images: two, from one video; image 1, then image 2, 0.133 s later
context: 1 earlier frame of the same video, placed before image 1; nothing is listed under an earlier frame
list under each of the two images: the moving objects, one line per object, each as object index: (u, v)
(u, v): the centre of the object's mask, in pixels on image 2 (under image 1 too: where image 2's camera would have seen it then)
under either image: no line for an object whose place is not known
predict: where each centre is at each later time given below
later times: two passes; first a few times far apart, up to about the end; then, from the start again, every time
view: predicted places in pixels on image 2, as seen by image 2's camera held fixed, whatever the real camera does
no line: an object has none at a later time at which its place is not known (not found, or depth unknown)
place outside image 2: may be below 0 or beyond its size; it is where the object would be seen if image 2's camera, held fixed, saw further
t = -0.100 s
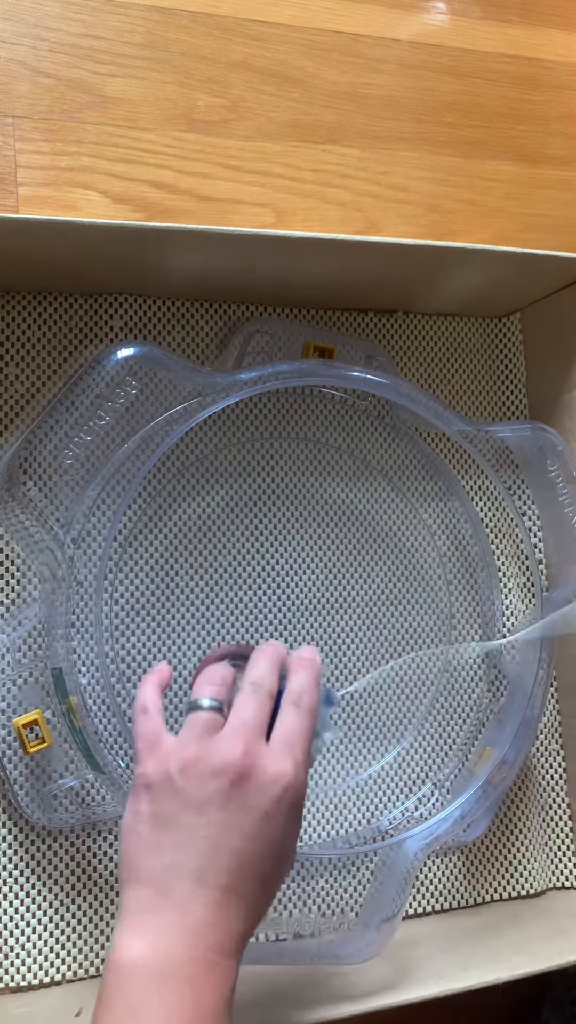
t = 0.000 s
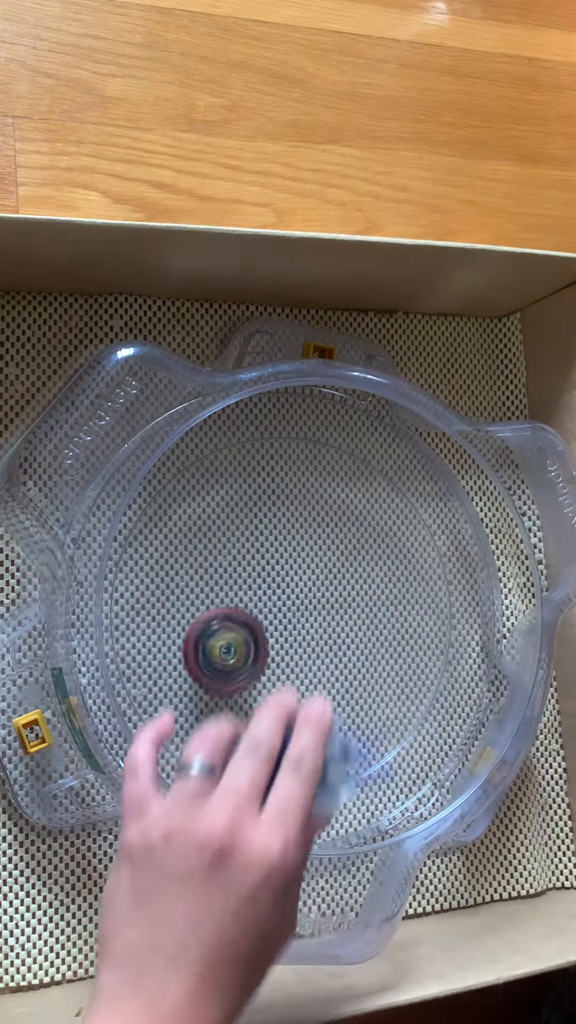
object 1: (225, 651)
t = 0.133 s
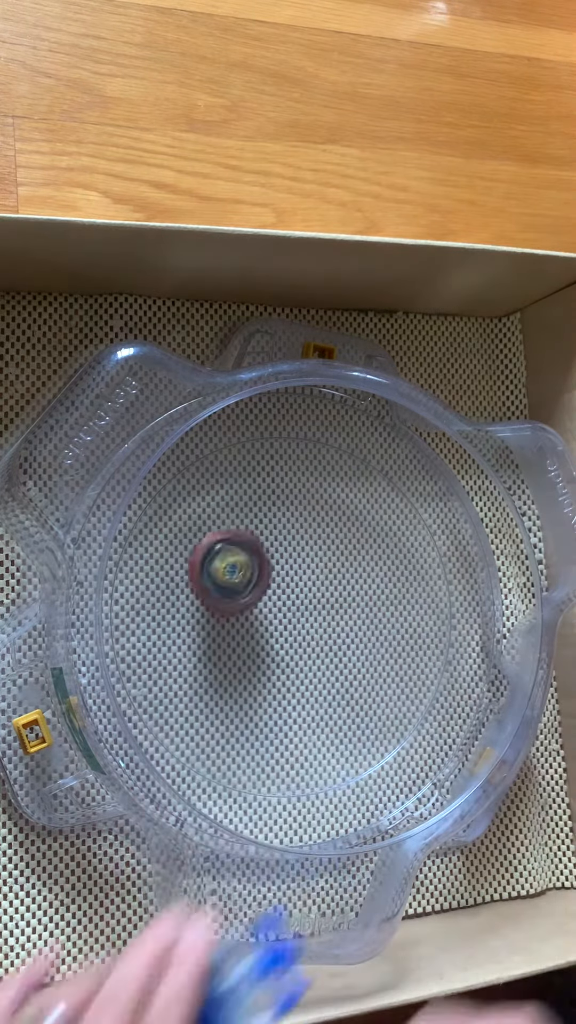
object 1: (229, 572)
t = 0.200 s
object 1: (258, 536)
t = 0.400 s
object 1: (375, 554)
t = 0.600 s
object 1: (372, 690)
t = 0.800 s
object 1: (230, 708)
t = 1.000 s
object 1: (183, 563)
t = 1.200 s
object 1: (296, 481)
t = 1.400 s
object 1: (410, 563)
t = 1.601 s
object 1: (387, 708)
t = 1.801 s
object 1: (246, 742)
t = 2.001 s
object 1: (161, 613)
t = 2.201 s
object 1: (244, 487)
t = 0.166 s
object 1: (242, 553)
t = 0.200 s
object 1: (258, 536)
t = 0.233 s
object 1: (277, 525)
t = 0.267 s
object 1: (298, 520)
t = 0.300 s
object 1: (319, 521)
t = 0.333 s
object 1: (341, 527)
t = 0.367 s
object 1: (360, 538)
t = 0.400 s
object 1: (375, 554)
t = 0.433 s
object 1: (387, 573)
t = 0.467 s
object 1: (395, 597)
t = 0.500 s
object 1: (397, 622)
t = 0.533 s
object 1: (394, 646)
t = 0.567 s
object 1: (385, 669)
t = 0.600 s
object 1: (372, 690)
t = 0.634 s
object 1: (354, 706)
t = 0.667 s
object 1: (332, 718)
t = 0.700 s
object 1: (306, 724)
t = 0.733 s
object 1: (281, 725)
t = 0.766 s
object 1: (255, 719)
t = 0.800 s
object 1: (230, 708)
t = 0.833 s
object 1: (210, 691)
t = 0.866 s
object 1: (194, 670)
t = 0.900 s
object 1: (182, 644)
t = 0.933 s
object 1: (175, 617)
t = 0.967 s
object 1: (176, 591)
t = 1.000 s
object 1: (183, 563)
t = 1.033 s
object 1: (193, 540)
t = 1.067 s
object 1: (208, 520)
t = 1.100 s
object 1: (227, 503)
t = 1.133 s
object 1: (248, 491)
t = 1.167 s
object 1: (272, 483)
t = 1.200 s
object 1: (296, 481)
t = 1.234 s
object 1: (320, 484)
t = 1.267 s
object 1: (344, 491)
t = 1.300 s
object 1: (365, 503)
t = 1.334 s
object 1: (383, 519)
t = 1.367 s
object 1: (398, 539)
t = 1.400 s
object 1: (410, 563)
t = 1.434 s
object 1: (417, 588)
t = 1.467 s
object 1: (421, 613)
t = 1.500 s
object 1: (419, 638)
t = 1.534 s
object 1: (412, 664)
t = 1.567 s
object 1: (402, 688)
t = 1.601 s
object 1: (387, 708)
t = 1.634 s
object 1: (367, 725)
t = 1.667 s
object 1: (345, 739)
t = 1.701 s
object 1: (322, 748)
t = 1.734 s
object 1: (297, 751)
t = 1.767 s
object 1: (271, 749)
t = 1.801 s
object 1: (246, 742)
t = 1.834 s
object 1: (222, 730)
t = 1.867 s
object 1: (203, 713)
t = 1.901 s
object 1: (185, 690)
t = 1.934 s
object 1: (172, 667)
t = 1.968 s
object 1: (164, 640)
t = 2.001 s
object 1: (161, 613)
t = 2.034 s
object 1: (165, 585)
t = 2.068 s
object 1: (173, 559)
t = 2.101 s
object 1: (185, 536)
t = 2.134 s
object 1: (203, 516)
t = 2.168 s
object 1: (222, 499)
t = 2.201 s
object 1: (244, 487)
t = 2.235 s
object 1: (267, 479)
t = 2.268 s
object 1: (292, 476)
